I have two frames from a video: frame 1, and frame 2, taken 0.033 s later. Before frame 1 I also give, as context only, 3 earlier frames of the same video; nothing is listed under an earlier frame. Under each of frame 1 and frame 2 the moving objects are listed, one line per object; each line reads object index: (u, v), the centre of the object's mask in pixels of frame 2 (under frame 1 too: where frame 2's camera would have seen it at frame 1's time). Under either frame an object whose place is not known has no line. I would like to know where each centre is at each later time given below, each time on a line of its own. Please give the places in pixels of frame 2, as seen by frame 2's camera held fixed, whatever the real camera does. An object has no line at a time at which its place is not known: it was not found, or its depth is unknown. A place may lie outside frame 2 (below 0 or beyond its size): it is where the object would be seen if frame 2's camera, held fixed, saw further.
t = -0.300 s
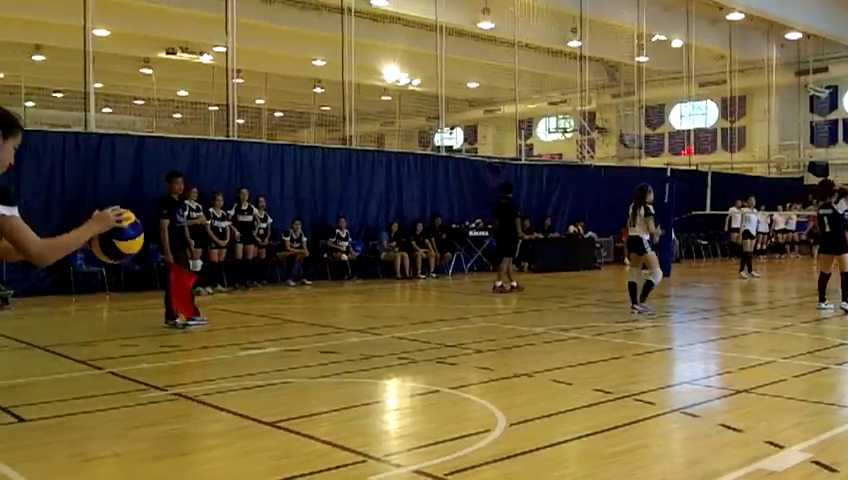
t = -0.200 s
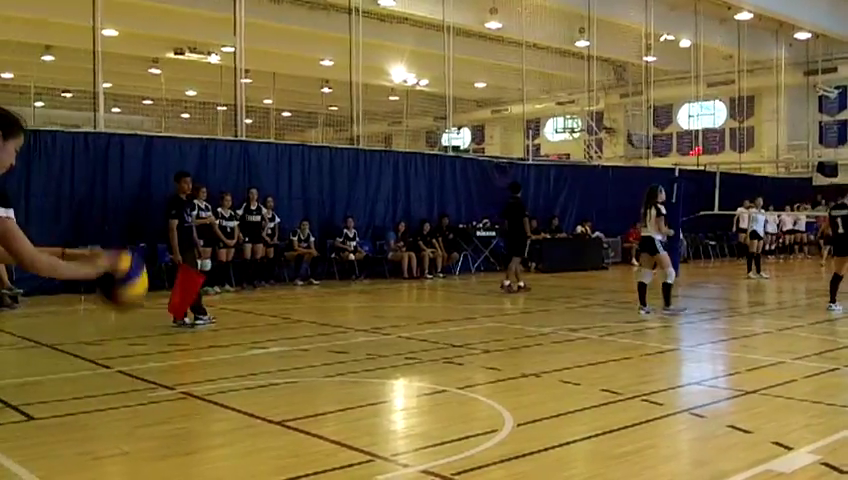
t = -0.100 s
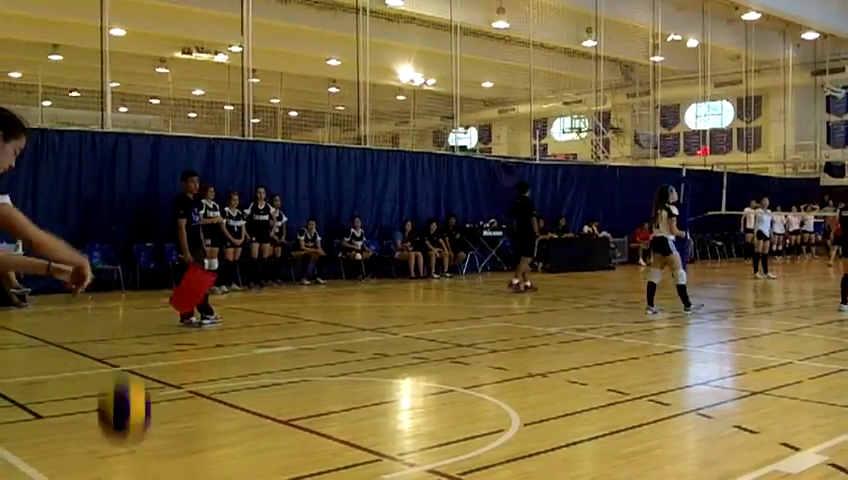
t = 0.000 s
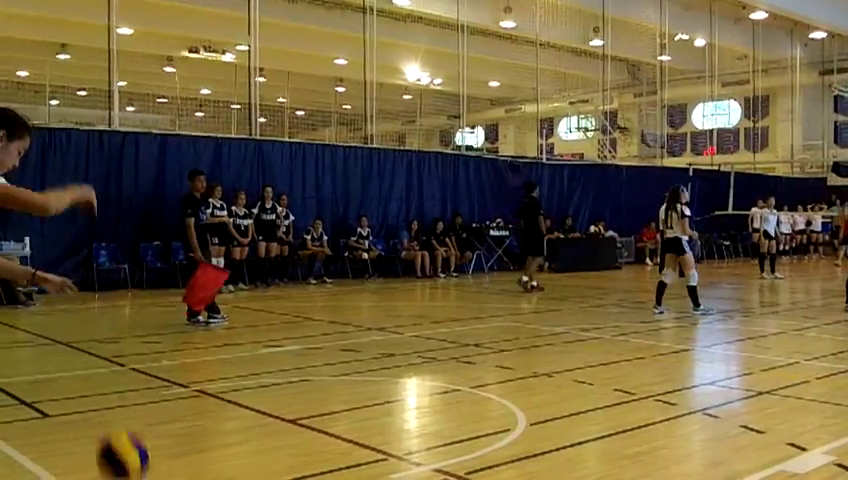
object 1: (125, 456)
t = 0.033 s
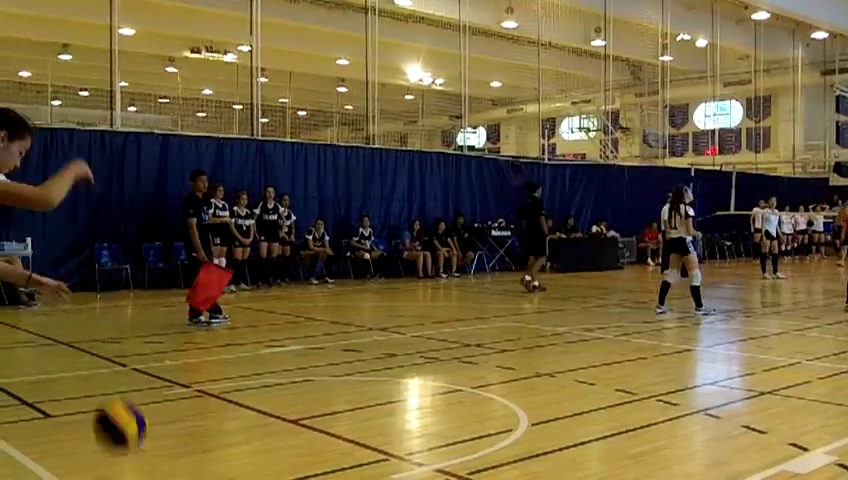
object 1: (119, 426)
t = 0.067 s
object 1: (114, 396)
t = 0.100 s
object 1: (108, 367)
